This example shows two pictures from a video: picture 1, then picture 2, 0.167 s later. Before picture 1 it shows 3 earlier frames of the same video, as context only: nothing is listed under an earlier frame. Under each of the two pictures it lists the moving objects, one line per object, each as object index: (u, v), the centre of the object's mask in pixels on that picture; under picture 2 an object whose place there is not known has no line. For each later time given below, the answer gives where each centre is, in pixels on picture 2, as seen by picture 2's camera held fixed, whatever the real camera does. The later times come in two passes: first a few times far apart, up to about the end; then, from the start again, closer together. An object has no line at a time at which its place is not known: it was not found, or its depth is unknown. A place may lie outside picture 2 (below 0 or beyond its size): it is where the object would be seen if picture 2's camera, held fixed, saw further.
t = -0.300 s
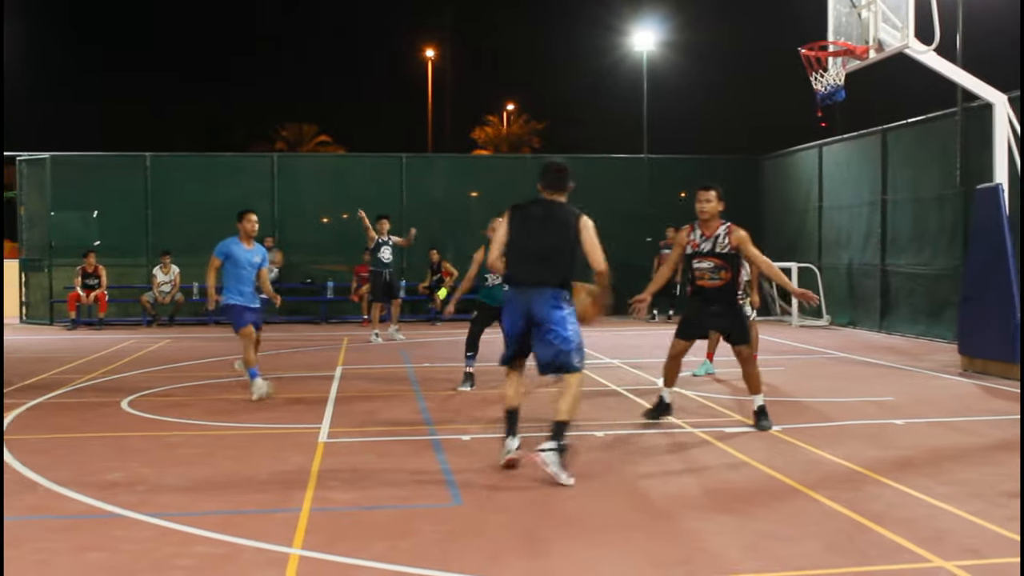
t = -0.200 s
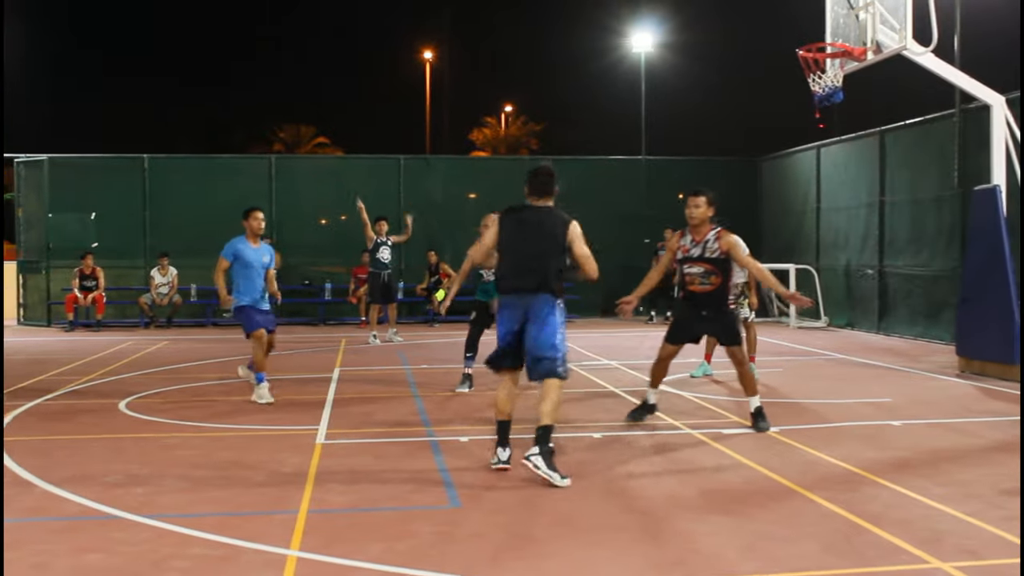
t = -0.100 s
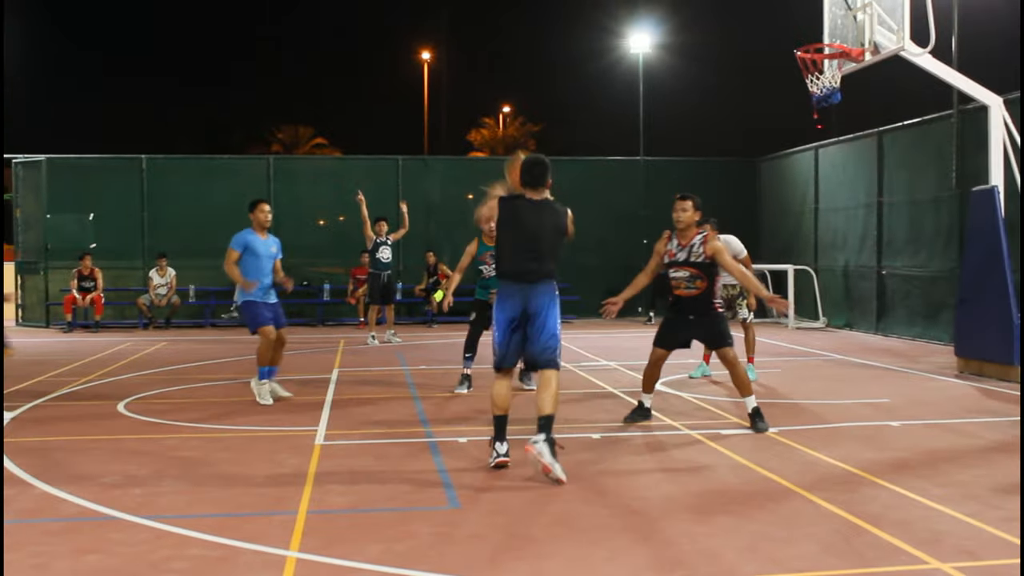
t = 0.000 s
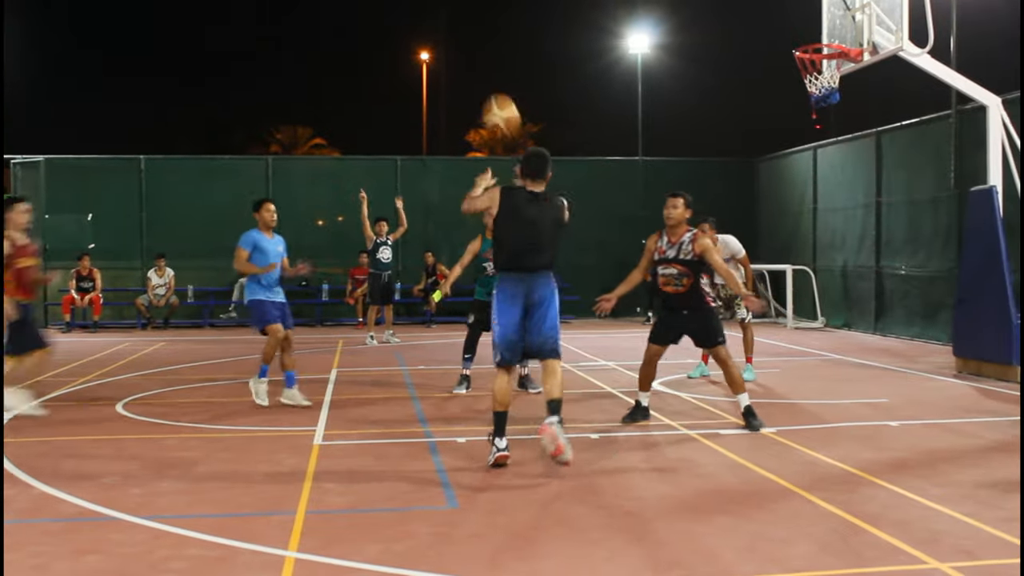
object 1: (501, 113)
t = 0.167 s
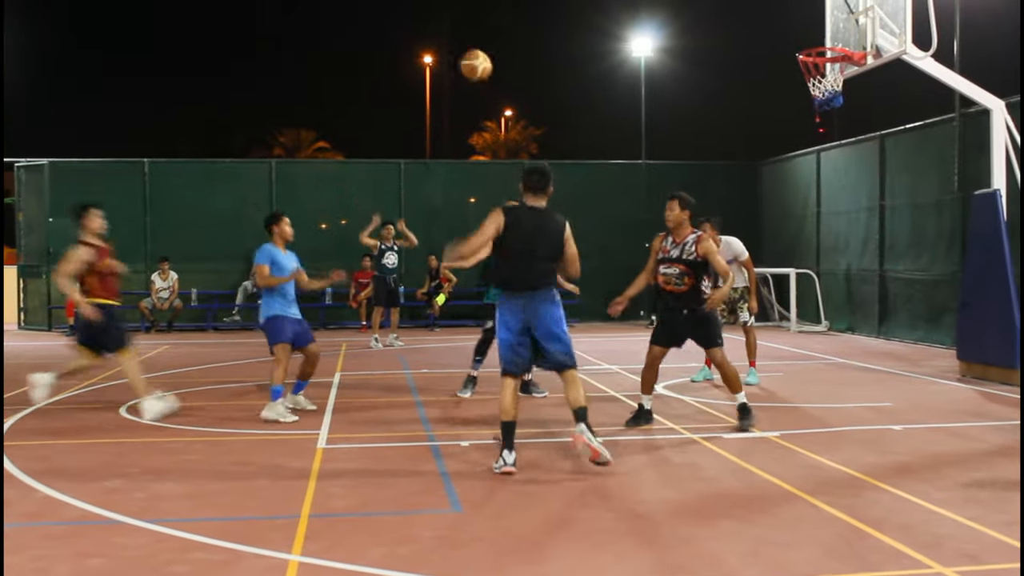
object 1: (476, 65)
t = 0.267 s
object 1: (462, 54)
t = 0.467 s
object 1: (441, 63)
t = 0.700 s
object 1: (422, 116)
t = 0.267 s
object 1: (462, 54)
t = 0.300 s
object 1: (458, 53)
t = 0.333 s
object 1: (454, 53)
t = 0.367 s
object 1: (450, 54)
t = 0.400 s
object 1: (446, 57)
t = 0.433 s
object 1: (444, 60)
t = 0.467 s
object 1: (441, 63)
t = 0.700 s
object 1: (422, 116)
